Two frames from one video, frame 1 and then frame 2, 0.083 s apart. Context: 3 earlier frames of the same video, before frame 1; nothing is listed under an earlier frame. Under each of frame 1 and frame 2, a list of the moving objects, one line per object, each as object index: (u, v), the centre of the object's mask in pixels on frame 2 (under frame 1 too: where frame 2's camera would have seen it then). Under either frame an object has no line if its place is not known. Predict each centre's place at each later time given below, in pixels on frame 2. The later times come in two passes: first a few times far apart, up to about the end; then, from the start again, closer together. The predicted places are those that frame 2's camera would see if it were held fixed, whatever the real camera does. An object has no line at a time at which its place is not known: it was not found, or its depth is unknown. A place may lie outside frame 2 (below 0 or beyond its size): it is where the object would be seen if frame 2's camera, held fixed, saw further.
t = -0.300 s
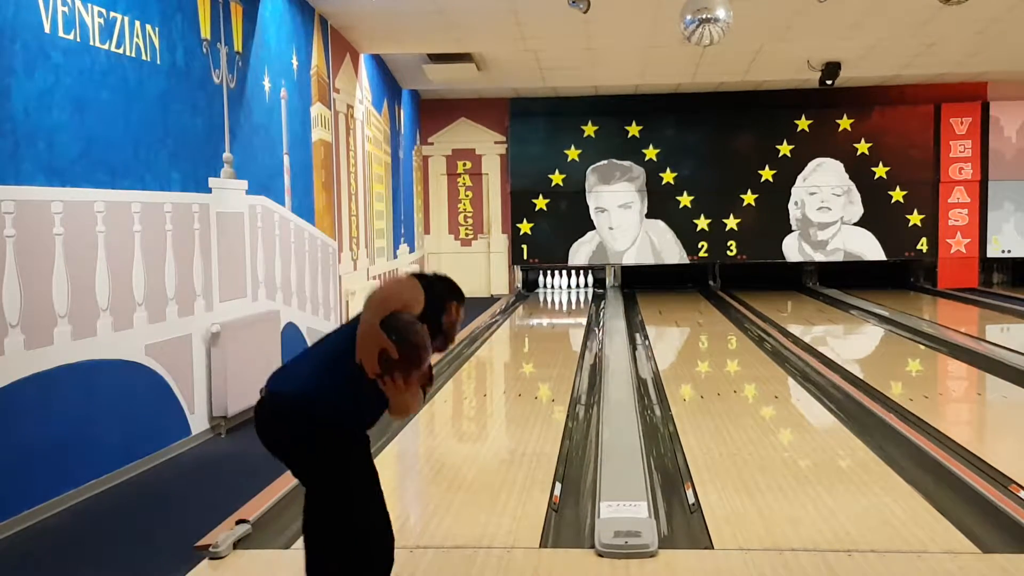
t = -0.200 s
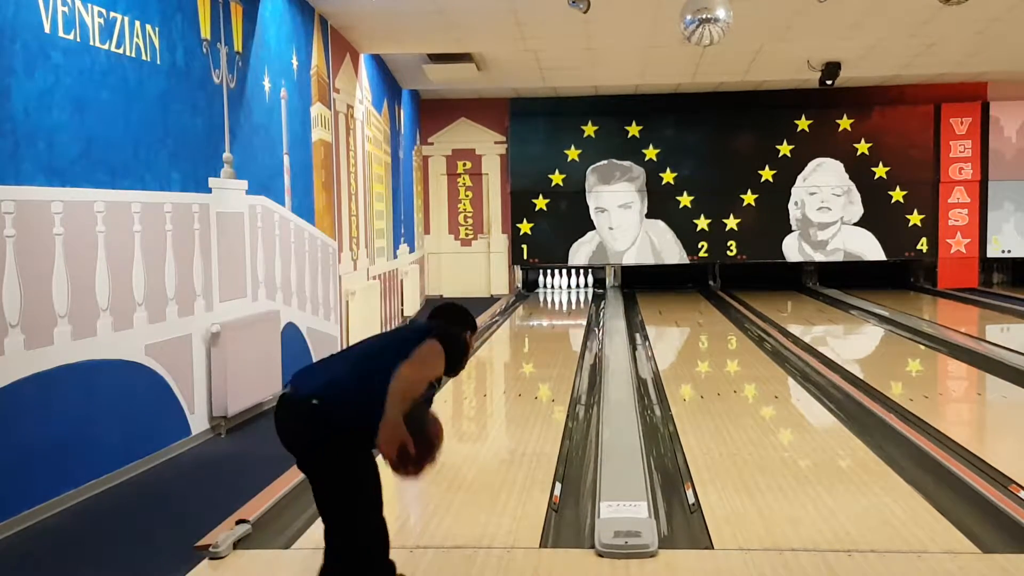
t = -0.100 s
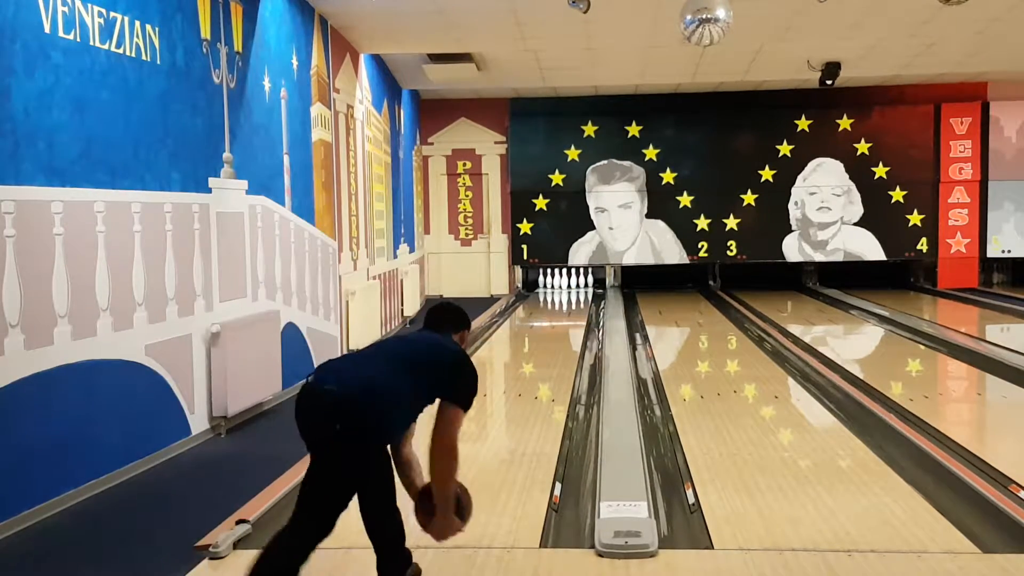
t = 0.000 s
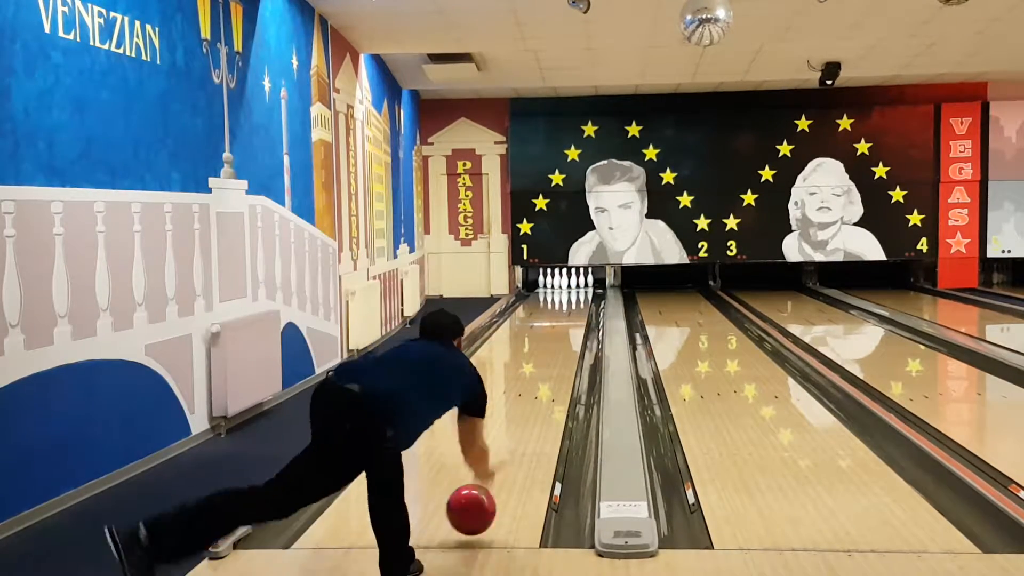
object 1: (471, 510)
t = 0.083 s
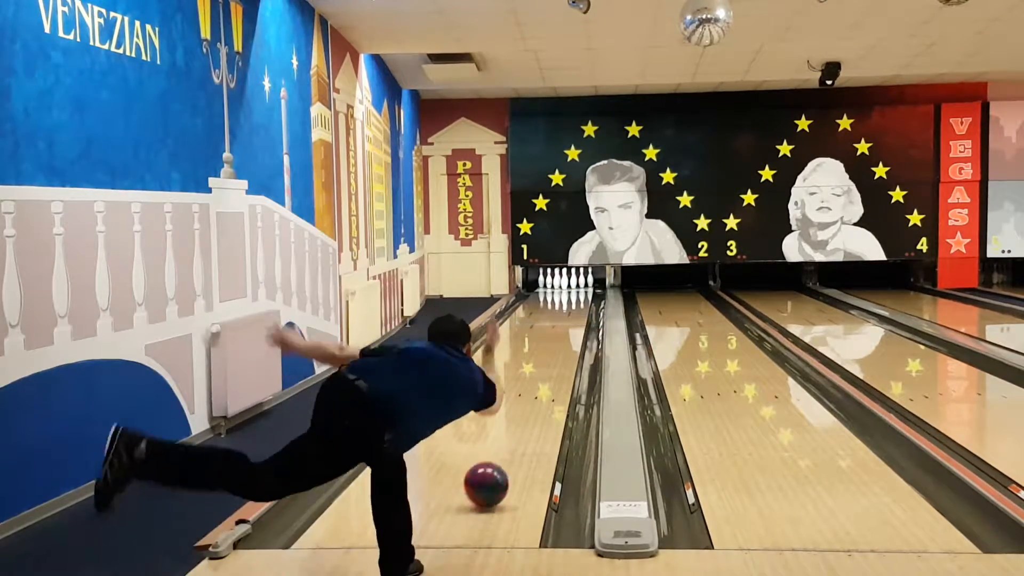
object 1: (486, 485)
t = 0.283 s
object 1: (512, 432)
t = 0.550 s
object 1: (533, 386)
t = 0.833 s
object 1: (547, 354)
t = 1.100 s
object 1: (556, 334)
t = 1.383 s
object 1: (563, 318)
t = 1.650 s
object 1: (567, 306)
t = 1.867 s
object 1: (569, 298)
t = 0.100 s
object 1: (489, 480)
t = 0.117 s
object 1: (491, 476)
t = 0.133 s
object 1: (494, 470)
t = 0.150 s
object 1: (496, 466)
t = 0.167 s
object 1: (498, 461)
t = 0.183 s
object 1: (501, 456)
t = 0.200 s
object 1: (503, 452)
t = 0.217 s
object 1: (505, 448)
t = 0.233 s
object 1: (506, 443)
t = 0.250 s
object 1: (508, 439)
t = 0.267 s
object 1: (510, 436)
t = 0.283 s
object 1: (512, 432)
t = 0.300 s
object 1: (514, 428)
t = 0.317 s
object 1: (515, 425)
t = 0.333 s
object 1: (517, 421)
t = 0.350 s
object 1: (518, 419)
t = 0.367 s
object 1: (520, 417)
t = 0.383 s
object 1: (522, 416)
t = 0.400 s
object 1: (524, 418)
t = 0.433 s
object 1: (530, 400)
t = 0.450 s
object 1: (528, 399)
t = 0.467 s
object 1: (528, 398)
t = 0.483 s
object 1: (529, 395)
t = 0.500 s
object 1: (530, 393)
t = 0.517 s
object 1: (531, 390)
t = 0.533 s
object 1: (532, 388)
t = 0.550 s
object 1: (533, 386)
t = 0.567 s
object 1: (534, 384)
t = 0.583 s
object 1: (535, 382)
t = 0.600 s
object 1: (536, 379)
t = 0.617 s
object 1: (537, 377)
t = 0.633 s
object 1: (538, 375)
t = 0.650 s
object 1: (539, 373)
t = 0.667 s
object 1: (540, 372)
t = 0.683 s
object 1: (541, 369)
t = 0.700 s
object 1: (541, 368)
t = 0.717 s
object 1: (542, 366)
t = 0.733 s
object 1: (543, 364)
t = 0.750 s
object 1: (544, 362)
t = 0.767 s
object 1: (544, 361)
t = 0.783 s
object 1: (545, 359)
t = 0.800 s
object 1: (546, 358)
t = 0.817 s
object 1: (546, 356)
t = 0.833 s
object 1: (547, 354)
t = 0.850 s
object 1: (548, 353)
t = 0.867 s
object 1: (548, 352)
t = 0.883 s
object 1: (549, 350)
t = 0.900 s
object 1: (550, 349)
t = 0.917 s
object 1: (550, 348)
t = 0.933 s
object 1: (551, 346)
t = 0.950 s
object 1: (551, 345)
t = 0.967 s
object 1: (552, 344)
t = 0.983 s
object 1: (552, 342)
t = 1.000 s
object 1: (553, 341)
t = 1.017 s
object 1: (553, 340)
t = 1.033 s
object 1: (554, 338)
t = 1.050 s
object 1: (554, 337)
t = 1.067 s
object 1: (555, 336)
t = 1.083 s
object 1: (555, 335)
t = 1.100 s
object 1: (556, 334)
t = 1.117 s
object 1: (557, 333)
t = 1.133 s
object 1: (557, 332)
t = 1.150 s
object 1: (557, 331)
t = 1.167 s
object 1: (558, 330)
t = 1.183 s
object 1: (558, 329)
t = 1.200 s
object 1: (559, 328)
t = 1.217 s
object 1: (559, 327)
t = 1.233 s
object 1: (560, 326)
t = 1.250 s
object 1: (560, 325)
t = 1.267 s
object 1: (560, 324)
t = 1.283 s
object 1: (561, 323)
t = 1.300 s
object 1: (561, 322)
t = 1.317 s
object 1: (561, 321)
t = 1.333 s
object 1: (562, 321)
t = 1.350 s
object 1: (562, 320)
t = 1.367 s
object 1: (562, 319)
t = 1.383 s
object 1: (563, 318)
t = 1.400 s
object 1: (563, 317)
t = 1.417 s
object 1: (563, 316)
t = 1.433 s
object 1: (564, 316)
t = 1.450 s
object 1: (564, 315)
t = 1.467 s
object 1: (564, 314)
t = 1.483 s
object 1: (564, 313)
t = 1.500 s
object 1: (564, 313)
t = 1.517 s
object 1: (565, 312)
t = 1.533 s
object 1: (565, 311)
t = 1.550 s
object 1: (565, 310)
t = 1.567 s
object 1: (566, 309)
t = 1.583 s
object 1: (566, 309)
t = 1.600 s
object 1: (566, 308)
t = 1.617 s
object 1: (566, 308)
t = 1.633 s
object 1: (567, 307)
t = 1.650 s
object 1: (567, 306)
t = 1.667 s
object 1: (567, 306)
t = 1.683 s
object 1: (567, 305)
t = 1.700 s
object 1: (568, 304)
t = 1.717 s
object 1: (568, 304)
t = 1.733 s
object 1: (568, 303)
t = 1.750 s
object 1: (568, 303)
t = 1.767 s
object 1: (568, 302)
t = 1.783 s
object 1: (568, 301)
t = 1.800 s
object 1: (569, 301)
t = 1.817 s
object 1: (569, 300)
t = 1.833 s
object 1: (569, 299)
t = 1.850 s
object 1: (569, 299)
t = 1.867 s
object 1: (569, 298)
